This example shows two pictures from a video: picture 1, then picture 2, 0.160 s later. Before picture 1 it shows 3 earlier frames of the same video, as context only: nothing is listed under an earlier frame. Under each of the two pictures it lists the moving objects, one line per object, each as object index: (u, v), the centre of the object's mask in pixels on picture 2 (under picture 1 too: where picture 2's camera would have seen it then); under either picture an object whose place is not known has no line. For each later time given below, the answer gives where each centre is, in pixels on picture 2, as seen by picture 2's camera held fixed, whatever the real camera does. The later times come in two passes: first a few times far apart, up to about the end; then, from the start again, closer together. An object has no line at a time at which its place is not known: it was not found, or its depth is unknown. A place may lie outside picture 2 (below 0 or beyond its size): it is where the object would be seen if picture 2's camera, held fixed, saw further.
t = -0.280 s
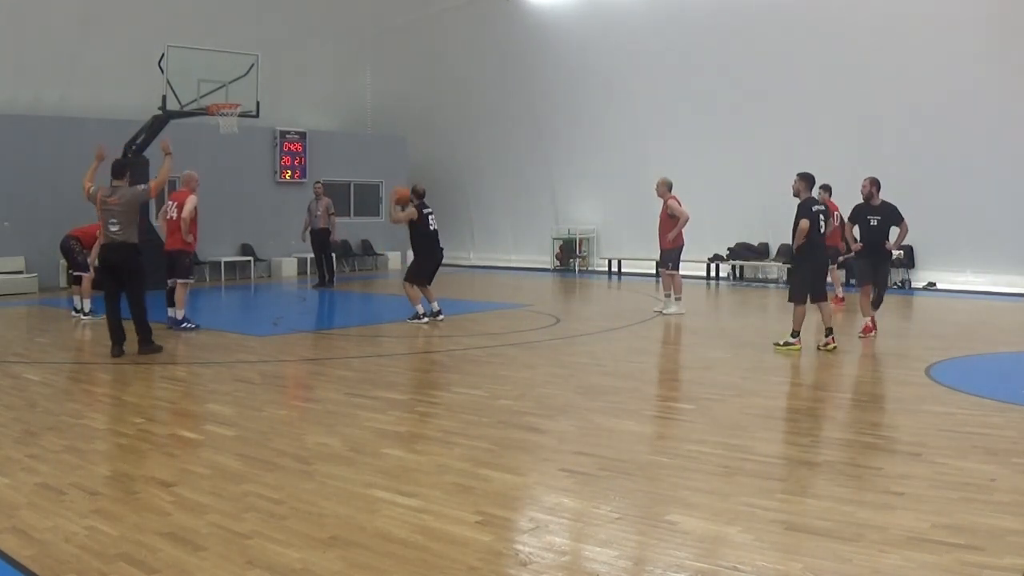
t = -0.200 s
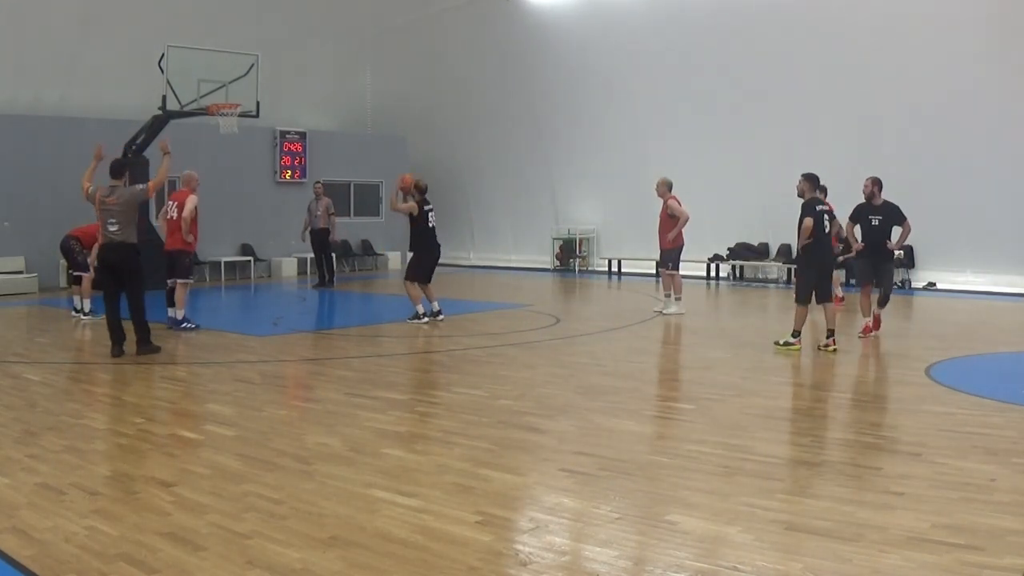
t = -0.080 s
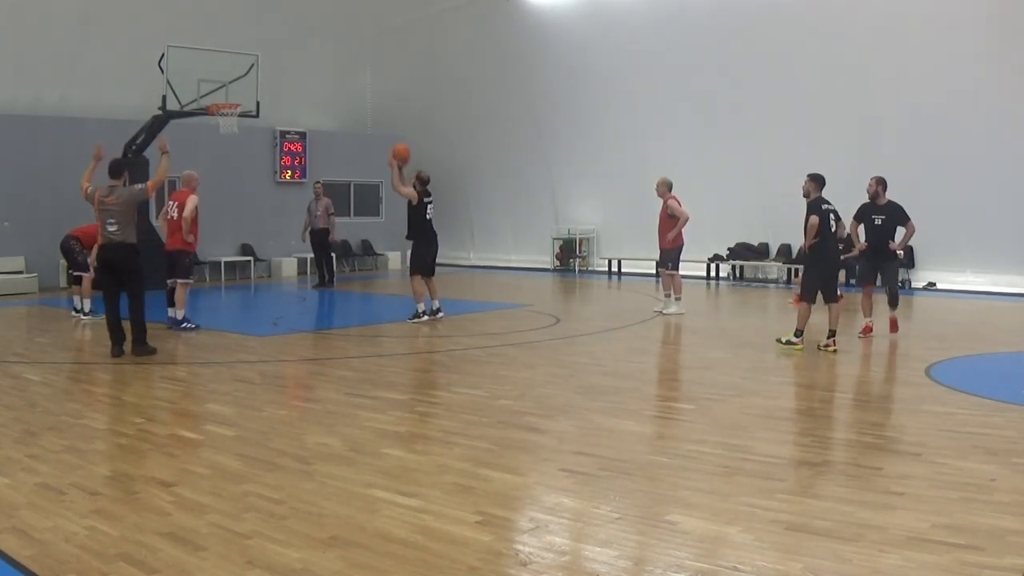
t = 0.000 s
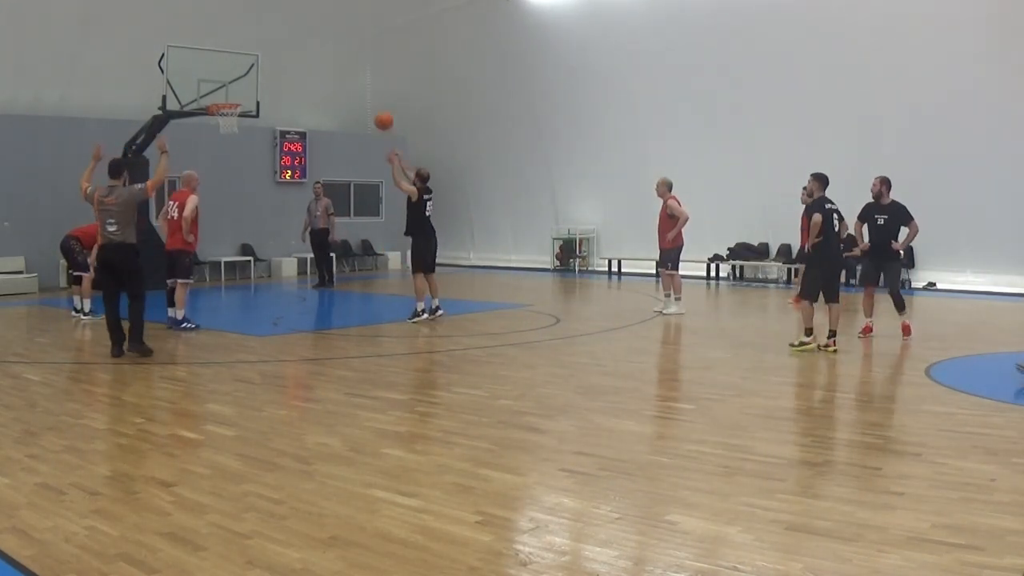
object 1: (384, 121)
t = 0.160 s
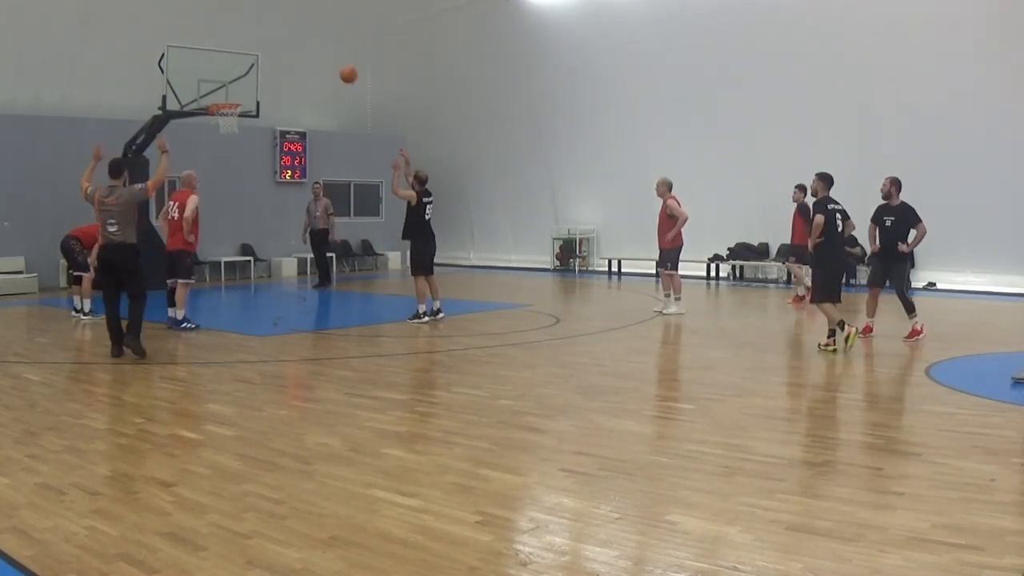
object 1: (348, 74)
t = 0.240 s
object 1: (332, 59)
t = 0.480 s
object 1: (286, 43)
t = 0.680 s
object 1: (251, 59)
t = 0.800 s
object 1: (232, 80)
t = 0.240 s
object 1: (332, 59)
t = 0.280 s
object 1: (324, 53)
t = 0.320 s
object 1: (316, 49)
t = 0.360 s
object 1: (308, 46)
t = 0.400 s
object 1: (301, 44)
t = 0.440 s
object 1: (293, 43)
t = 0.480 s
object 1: (286, 43)
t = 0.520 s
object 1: (279, 44)
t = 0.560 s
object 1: (272, 46)
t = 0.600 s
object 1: (265, 49)
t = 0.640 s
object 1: (258, 53)
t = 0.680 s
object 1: (251, 59)
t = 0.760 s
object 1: (238, 72)
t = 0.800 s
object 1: (232, 80)
